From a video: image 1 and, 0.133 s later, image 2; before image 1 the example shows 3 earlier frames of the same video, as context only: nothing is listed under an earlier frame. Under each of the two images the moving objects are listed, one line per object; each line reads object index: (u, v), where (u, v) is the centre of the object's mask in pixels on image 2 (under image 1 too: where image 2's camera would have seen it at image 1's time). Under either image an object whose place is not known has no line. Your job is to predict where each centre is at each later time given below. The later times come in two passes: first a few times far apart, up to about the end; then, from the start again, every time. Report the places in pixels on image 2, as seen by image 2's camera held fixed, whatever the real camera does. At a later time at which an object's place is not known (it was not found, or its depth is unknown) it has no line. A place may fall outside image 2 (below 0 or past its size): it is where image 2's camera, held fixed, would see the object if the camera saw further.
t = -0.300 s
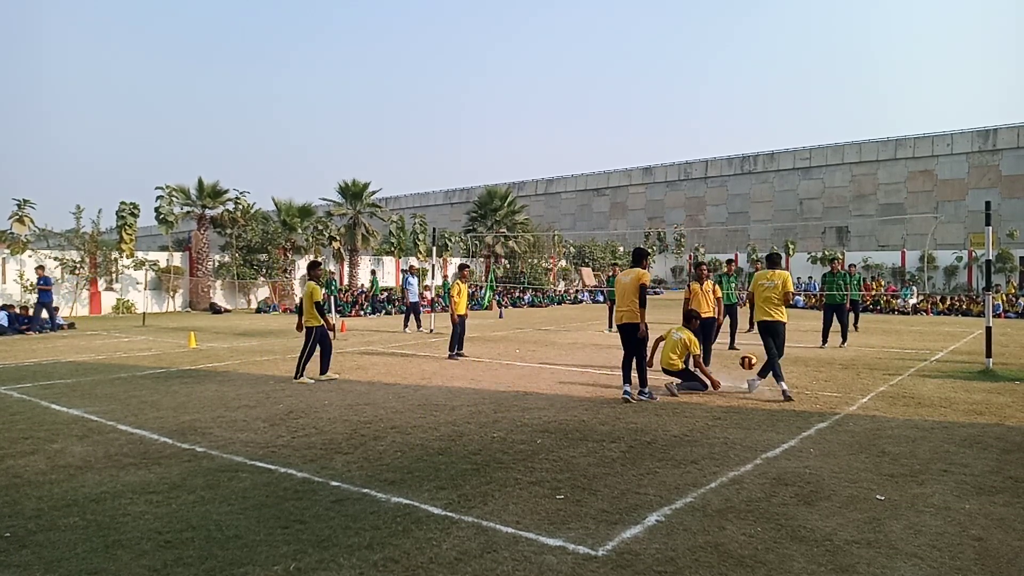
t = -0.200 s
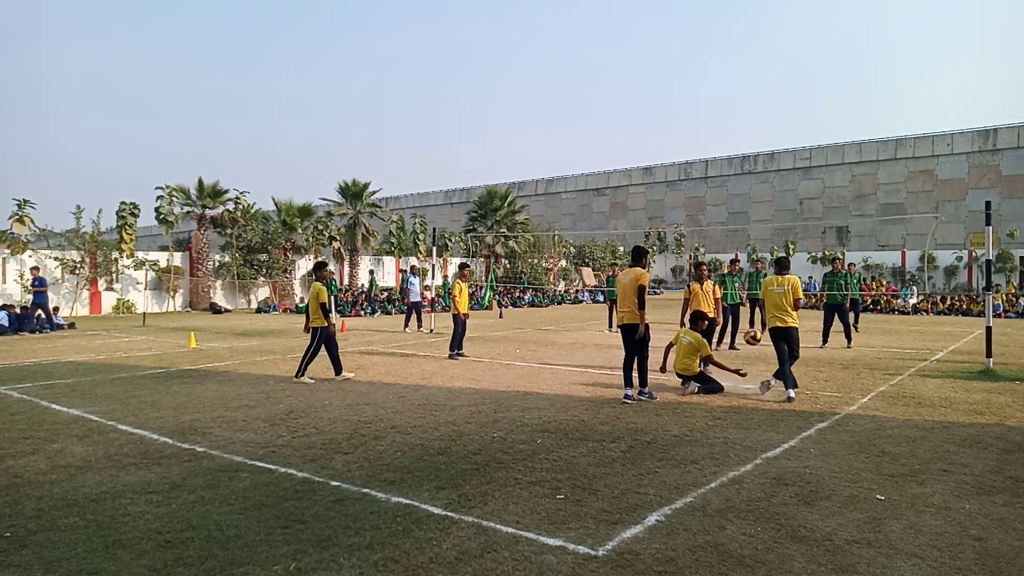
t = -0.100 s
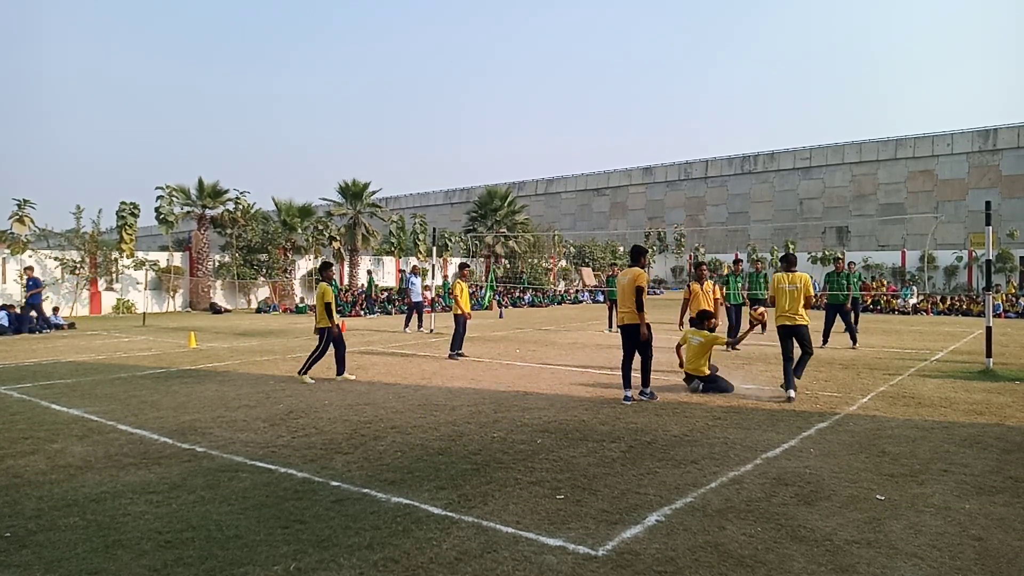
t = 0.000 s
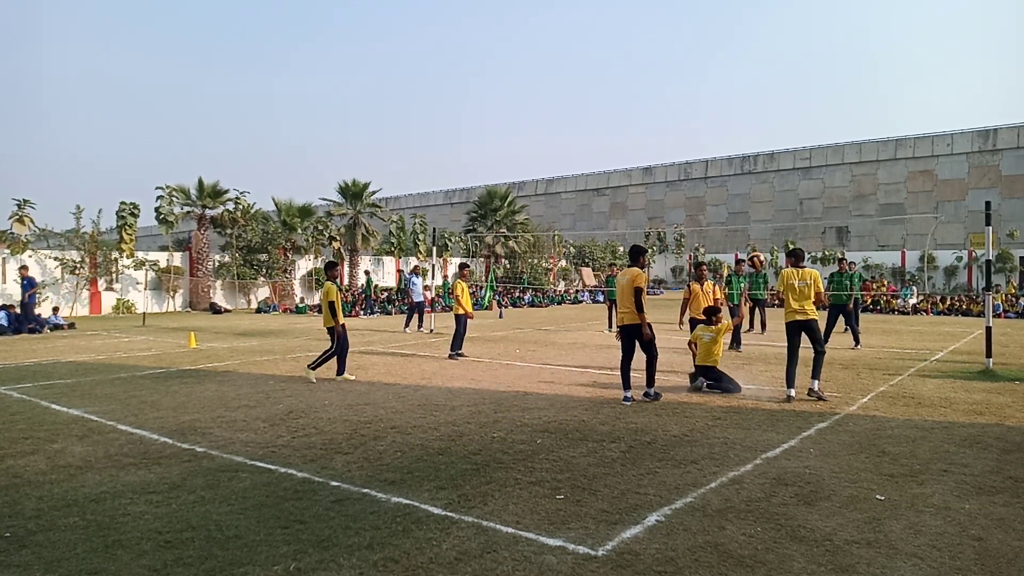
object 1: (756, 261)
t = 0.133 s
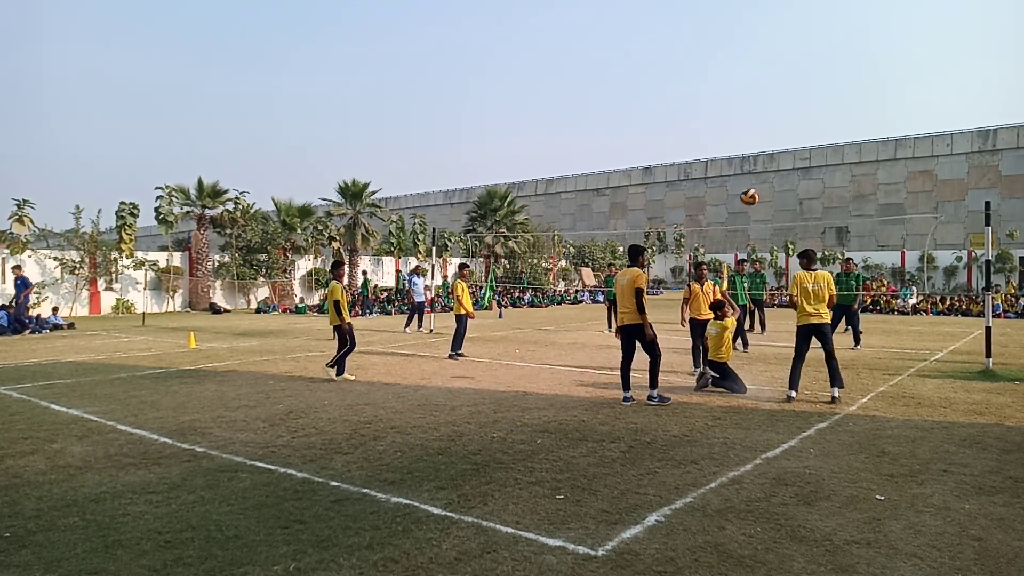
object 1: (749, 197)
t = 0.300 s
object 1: (742, 137)
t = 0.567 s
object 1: (730, 83)
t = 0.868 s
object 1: (715, 93)
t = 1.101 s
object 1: (702, 153)
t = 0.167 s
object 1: (748, 183)
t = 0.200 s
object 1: (747, 170)
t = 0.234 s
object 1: (745, 159)
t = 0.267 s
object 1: (743, 147)
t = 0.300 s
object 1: (742, 137)
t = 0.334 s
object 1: (740, 127)
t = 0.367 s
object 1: (739, 118)
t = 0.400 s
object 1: (737, 110)
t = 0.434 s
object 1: (736, 103)
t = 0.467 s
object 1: (734, 97)
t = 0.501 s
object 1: (732, 92)
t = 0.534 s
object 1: (731, 87)
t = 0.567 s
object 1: (730, 83)
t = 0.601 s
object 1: (728, 81)
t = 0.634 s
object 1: (727, 79)
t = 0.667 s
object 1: (725, 79)
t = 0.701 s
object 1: (723, 79)
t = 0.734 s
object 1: (721, 79)
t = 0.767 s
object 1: (720, 81)
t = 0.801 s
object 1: (718, 84)
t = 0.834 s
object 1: (717, 88)
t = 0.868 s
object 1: (715, 93)
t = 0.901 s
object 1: (713, 99)
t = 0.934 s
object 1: (711, 105)
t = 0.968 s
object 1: (709, 113)
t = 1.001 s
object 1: (708, 121)
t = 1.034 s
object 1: (706, 131)
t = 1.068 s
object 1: (704, 142)
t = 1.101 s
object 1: (702, 153)
